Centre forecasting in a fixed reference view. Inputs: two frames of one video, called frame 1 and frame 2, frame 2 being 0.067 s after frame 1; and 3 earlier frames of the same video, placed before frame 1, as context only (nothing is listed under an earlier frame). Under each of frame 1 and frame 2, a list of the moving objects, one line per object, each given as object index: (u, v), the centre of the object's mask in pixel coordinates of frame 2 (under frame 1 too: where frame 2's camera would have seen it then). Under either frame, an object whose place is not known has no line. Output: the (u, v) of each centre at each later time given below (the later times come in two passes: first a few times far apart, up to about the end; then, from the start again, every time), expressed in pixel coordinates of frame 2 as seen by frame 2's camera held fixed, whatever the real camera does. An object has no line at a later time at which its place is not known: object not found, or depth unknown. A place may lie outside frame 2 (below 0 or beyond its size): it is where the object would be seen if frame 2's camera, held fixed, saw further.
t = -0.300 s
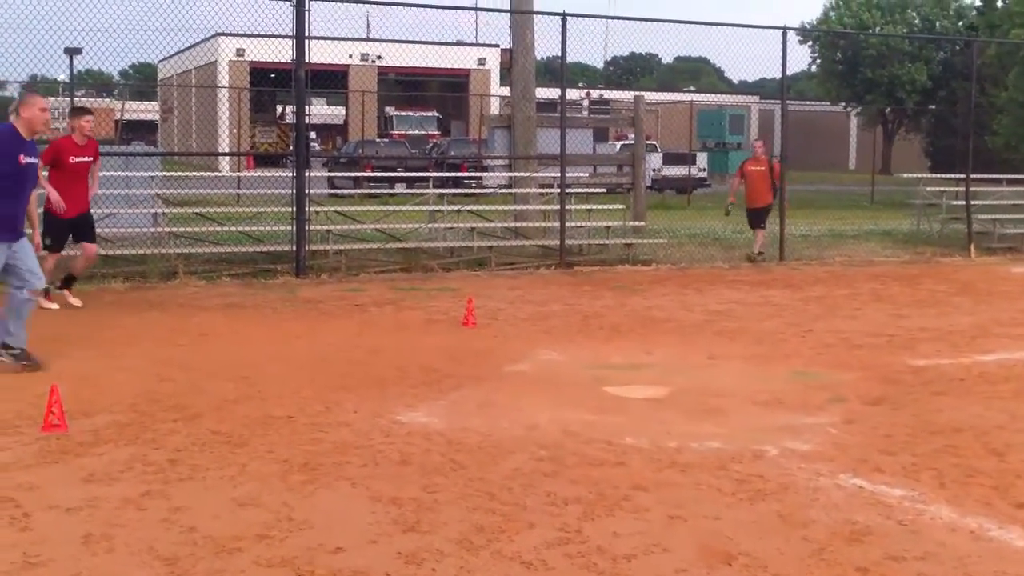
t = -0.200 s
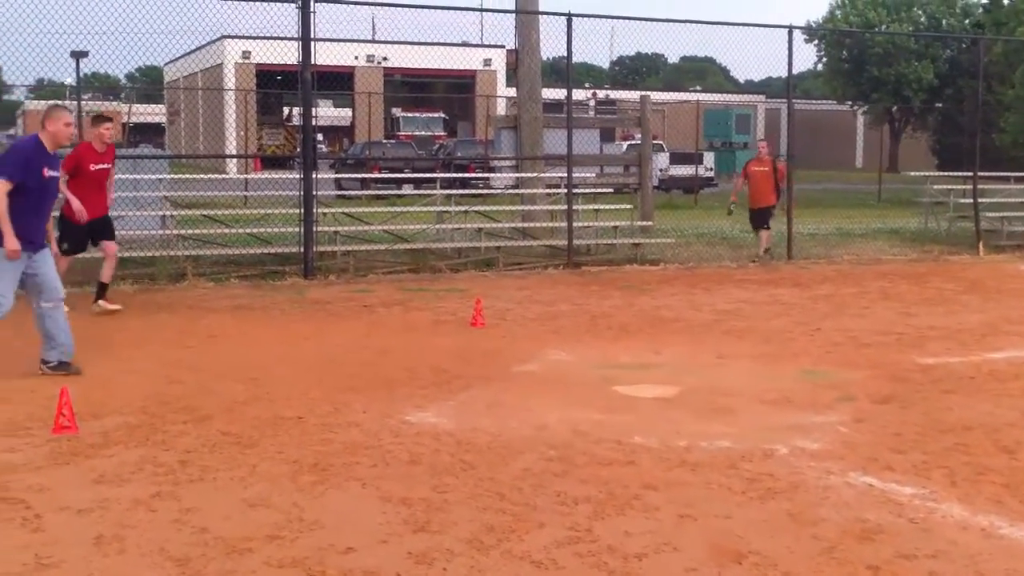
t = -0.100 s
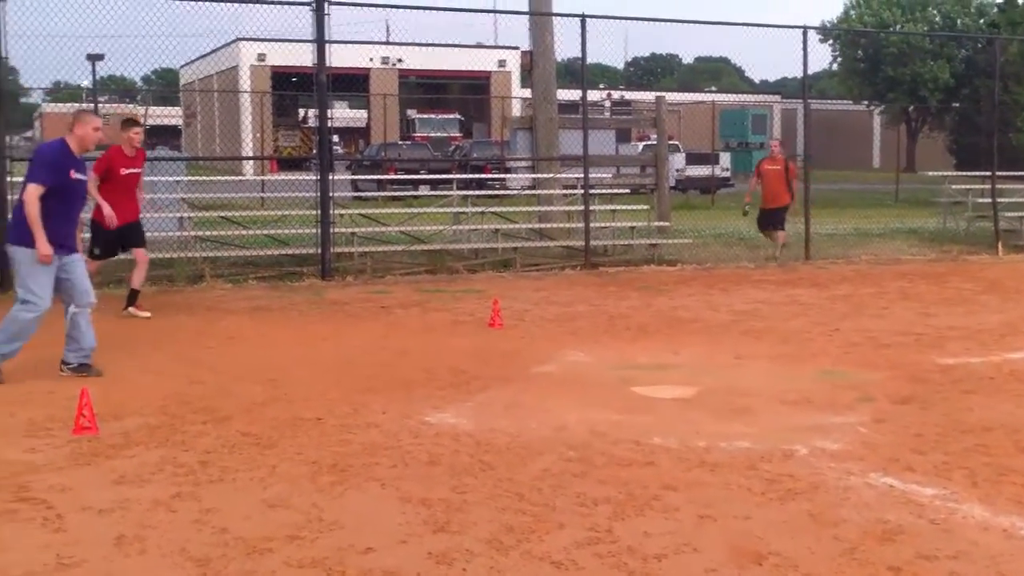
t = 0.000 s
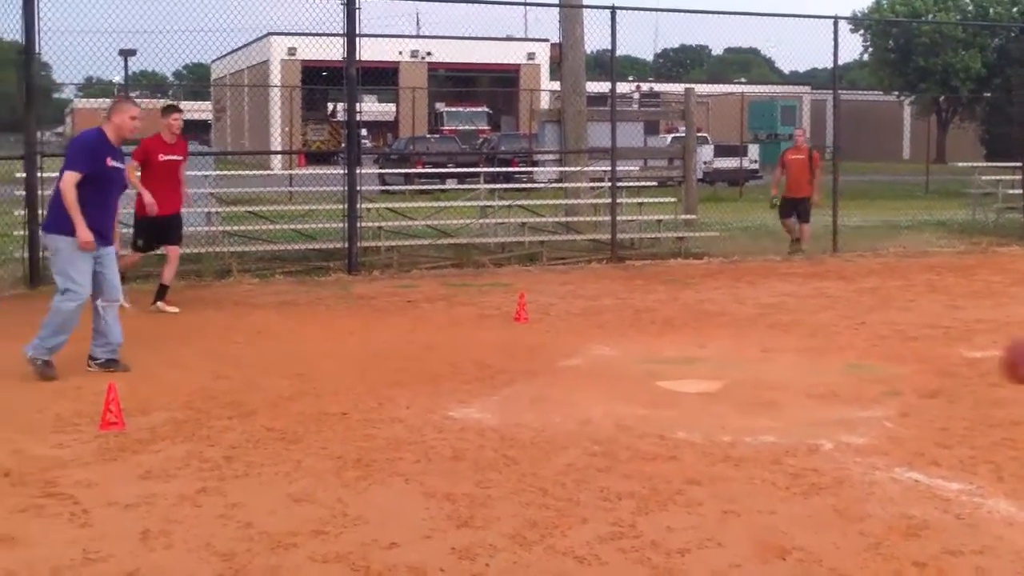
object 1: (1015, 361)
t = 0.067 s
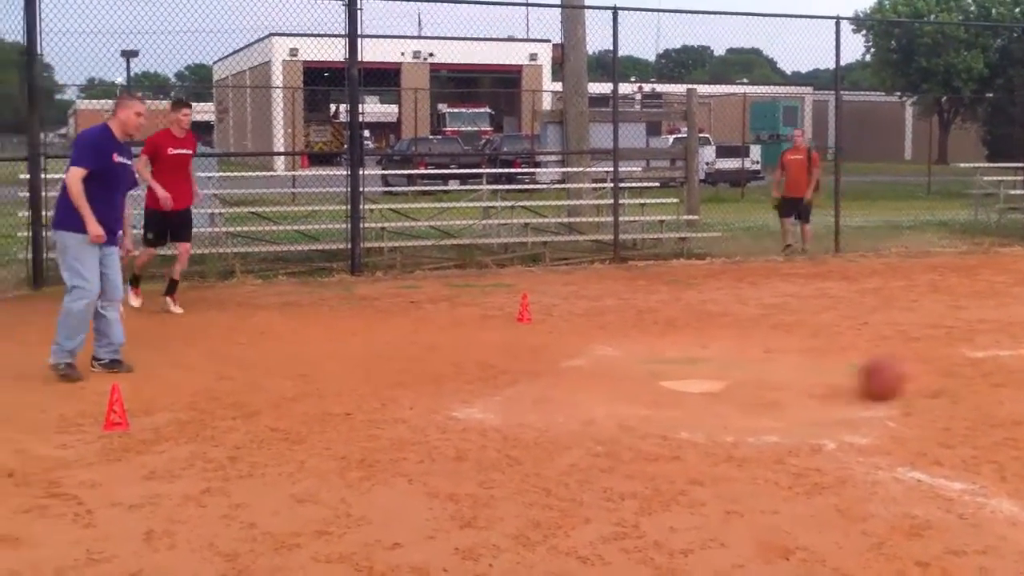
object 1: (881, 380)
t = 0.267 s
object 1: (622, 322)
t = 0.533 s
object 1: (373, 321)
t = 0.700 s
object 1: (265, 281)
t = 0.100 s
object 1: (823, 375)
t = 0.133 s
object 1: (780, 360)
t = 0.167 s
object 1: (737, 348)
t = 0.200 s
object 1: (697, 336)
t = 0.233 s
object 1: (657, 328)
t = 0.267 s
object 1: (622, 322)
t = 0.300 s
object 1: (584, 319)
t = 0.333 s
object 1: (550, 318)
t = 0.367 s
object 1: (517, 317)
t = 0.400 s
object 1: (483, 319)
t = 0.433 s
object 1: (453, 322)
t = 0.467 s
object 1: (424, 330)
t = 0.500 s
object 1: (396, 332)
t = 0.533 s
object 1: (373, 321)
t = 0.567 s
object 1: (350, 310)
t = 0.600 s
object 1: (328, 298)
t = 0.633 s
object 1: (306, 291)
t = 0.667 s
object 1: (286, 284)
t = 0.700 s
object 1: (265, 281)
